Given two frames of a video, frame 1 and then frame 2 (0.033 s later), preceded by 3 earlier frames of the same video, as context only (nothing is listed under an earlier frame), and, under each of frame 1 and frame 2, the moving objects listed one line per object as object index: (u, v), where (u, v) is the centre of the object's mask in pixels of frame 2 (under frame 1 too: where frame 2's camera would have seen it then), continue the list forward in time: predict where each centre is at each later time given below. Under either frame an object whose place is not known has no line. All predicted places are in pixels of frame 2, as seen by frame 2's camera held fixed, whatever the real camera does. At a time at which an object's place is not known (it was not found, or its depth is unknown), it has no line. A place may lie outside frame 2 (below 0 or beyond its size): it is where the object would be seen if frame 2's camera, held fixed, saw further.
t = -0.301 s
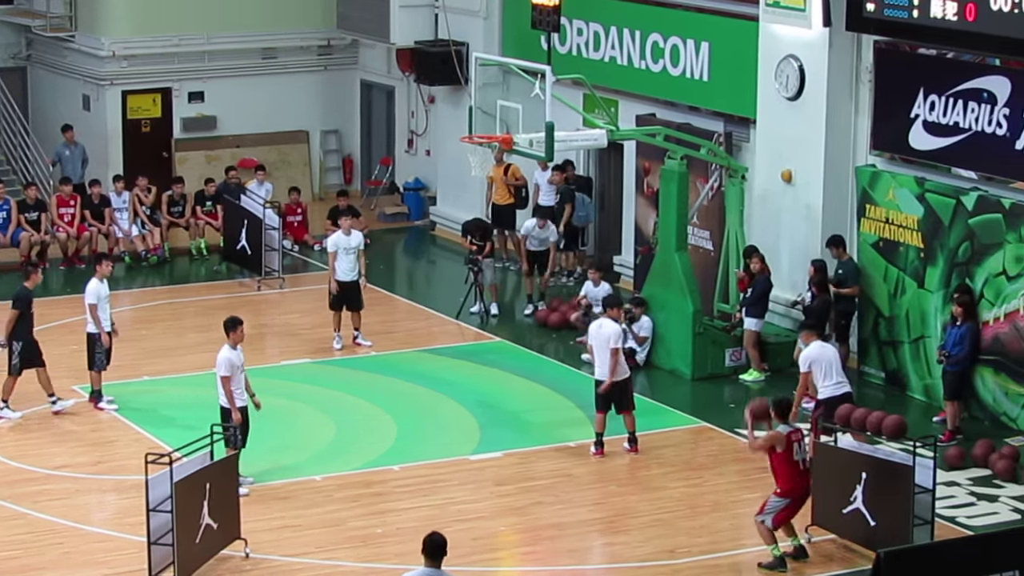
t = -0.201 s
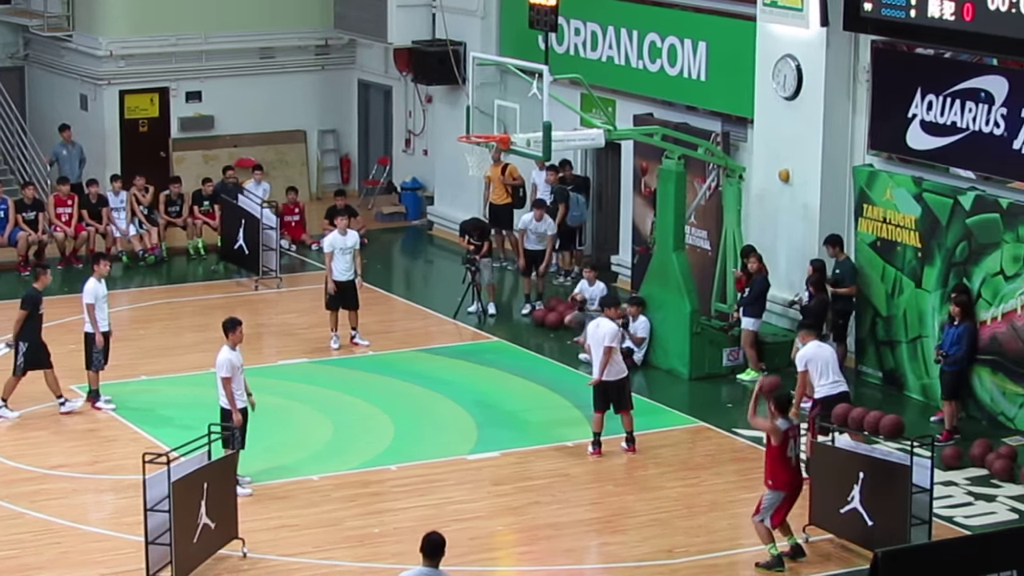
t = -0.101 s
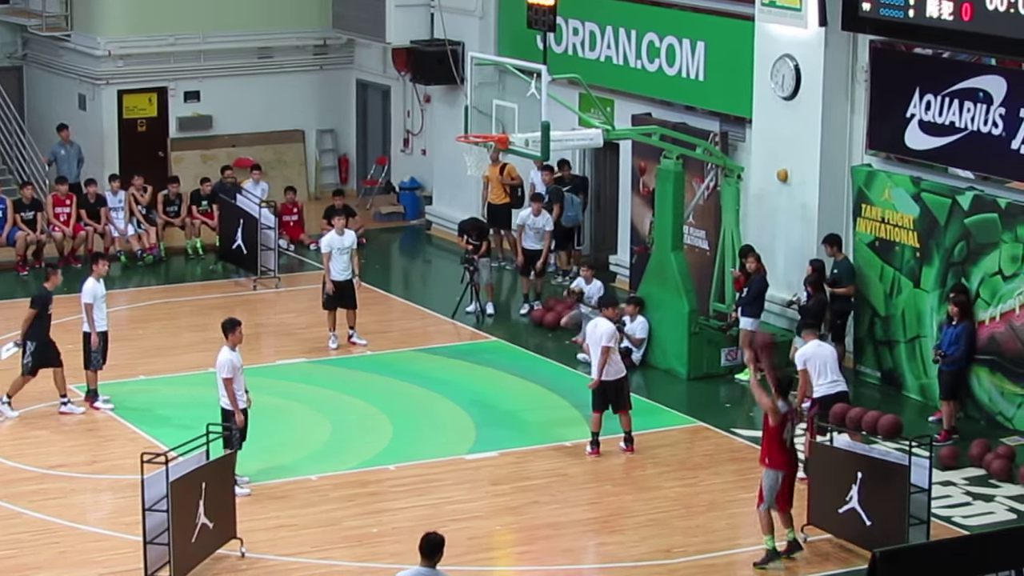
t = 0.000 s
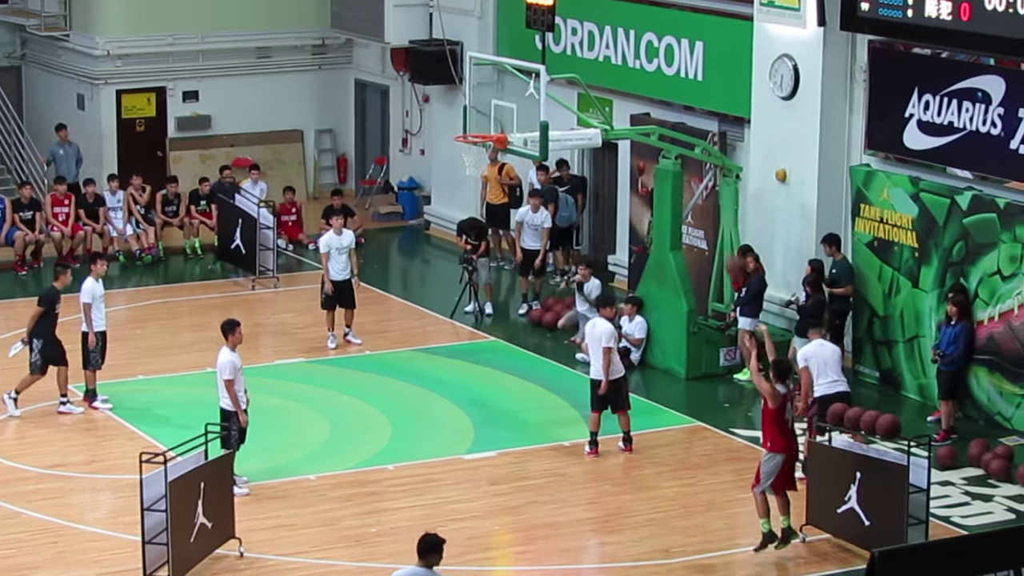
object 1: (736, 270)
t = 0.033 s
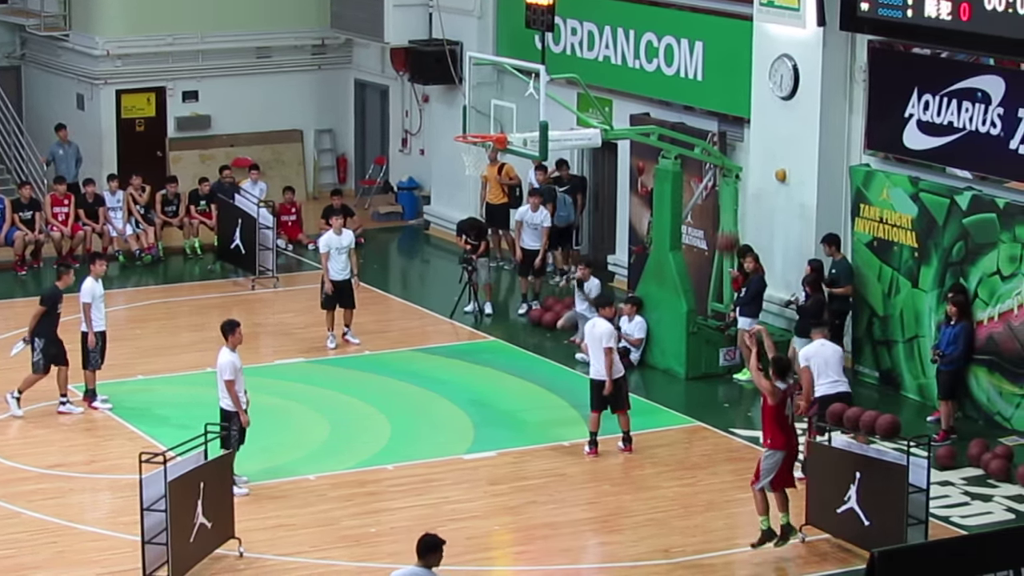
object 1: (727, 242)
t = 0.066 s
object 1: (718, 220)
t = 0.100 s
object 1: (710, 200)
